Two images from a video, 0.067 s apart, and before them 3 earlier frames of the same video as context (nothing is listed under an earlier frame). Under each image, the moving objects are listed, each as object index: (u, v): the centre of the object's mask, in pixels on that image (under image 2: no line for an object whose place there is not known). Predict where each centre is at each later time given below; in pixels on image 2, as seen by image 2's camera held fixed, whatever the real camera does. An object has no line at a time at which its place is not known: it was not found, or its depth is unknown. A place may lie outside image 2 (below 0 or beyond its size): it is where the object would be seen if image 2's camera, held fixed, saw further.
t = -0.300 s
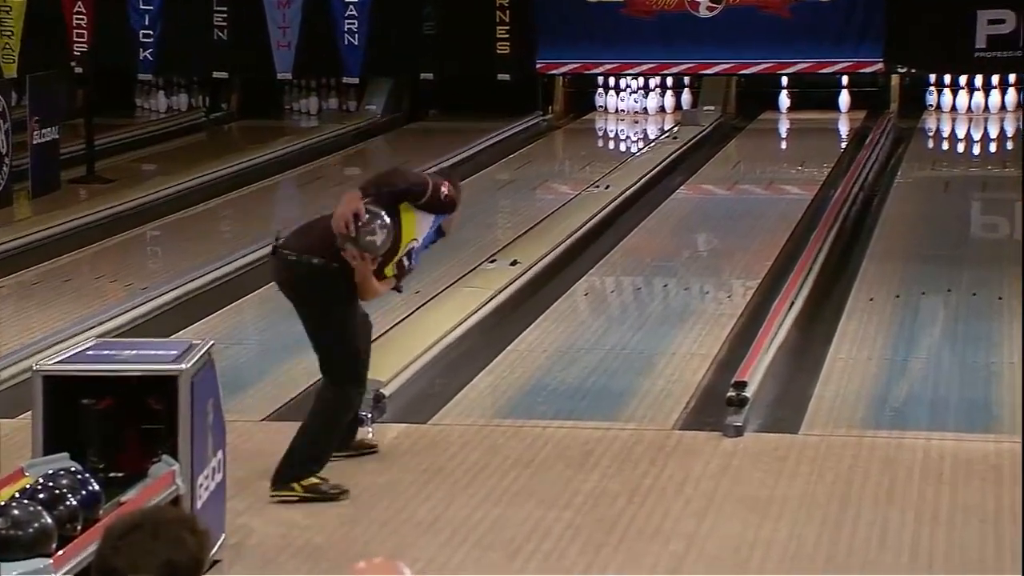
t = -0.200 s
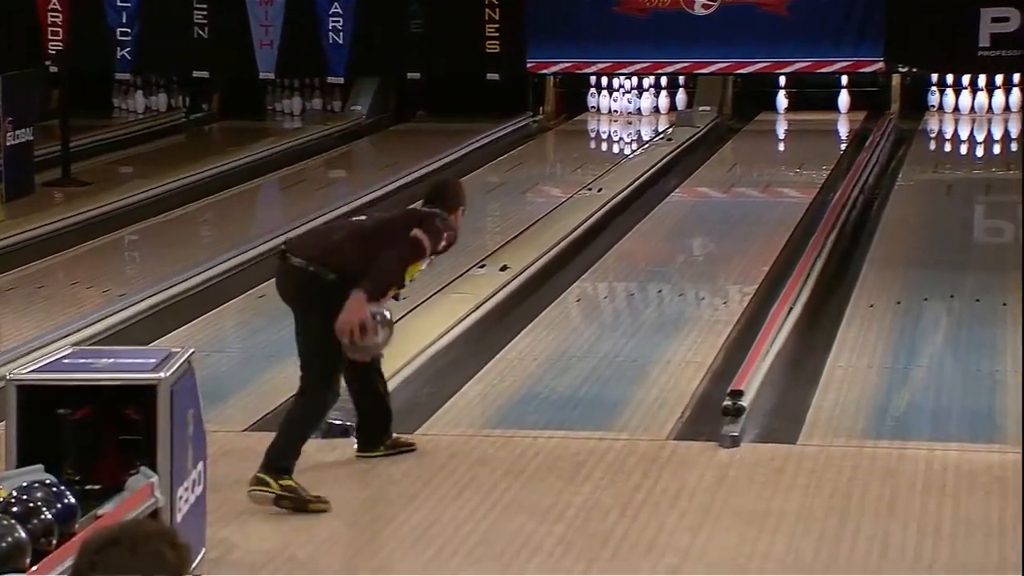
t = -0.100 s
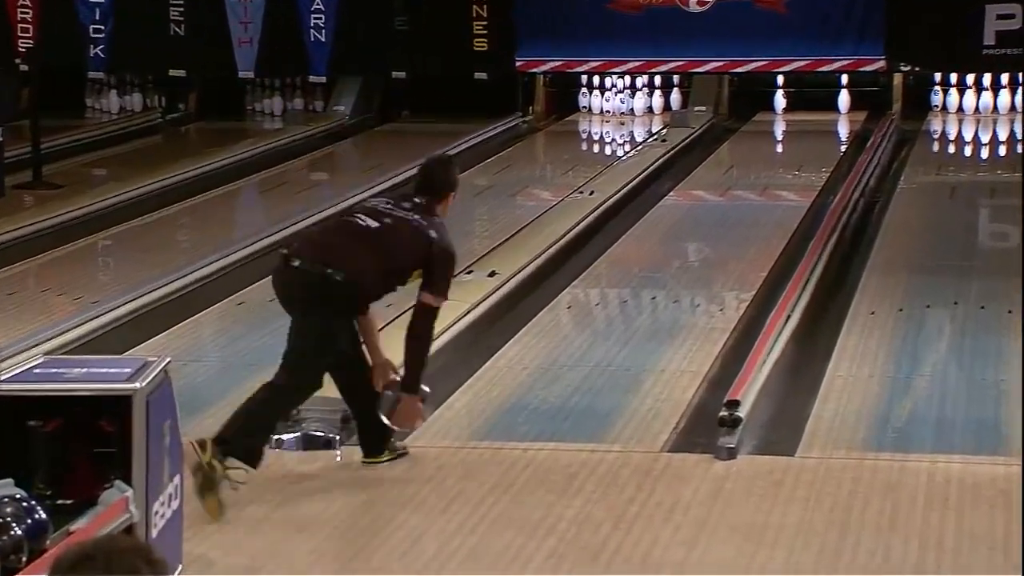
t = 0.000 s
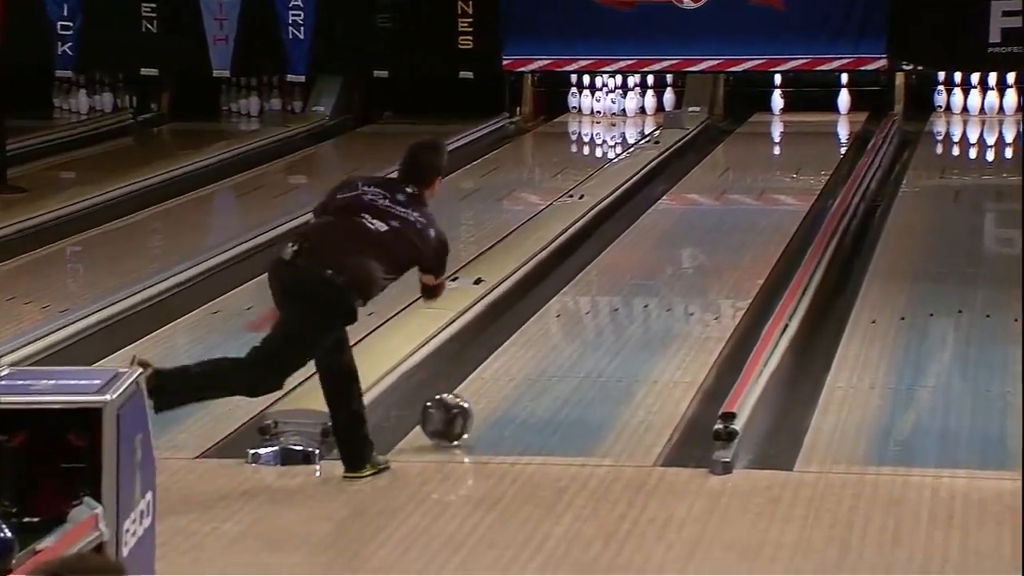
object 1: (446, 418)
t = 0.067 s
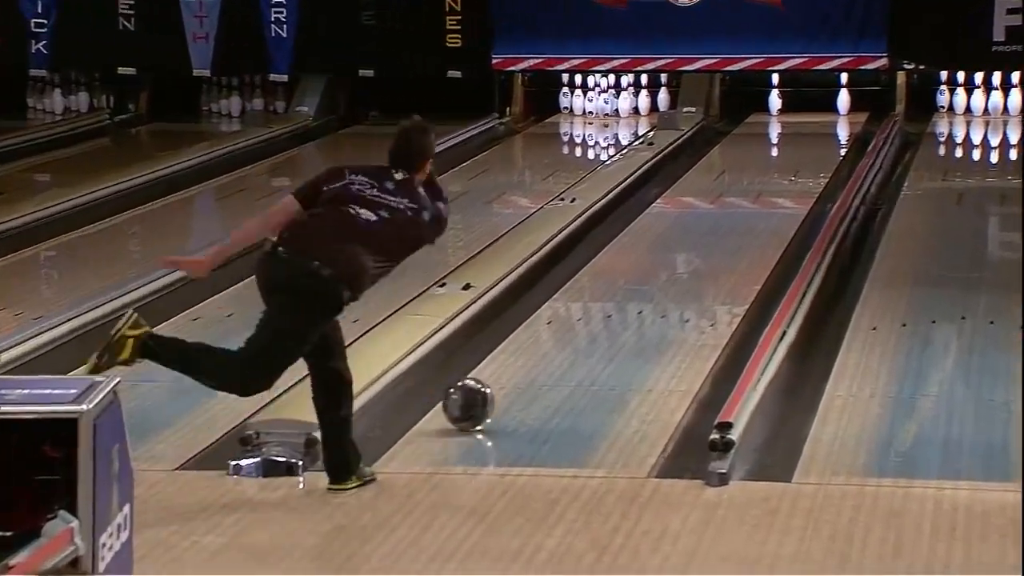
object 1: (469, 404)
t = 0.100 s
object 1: (485, 393)
